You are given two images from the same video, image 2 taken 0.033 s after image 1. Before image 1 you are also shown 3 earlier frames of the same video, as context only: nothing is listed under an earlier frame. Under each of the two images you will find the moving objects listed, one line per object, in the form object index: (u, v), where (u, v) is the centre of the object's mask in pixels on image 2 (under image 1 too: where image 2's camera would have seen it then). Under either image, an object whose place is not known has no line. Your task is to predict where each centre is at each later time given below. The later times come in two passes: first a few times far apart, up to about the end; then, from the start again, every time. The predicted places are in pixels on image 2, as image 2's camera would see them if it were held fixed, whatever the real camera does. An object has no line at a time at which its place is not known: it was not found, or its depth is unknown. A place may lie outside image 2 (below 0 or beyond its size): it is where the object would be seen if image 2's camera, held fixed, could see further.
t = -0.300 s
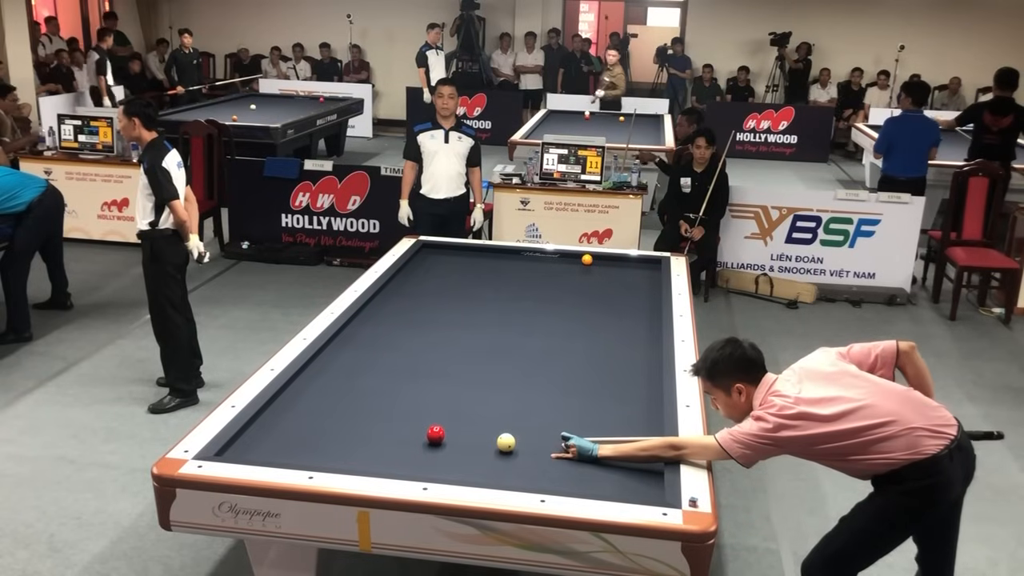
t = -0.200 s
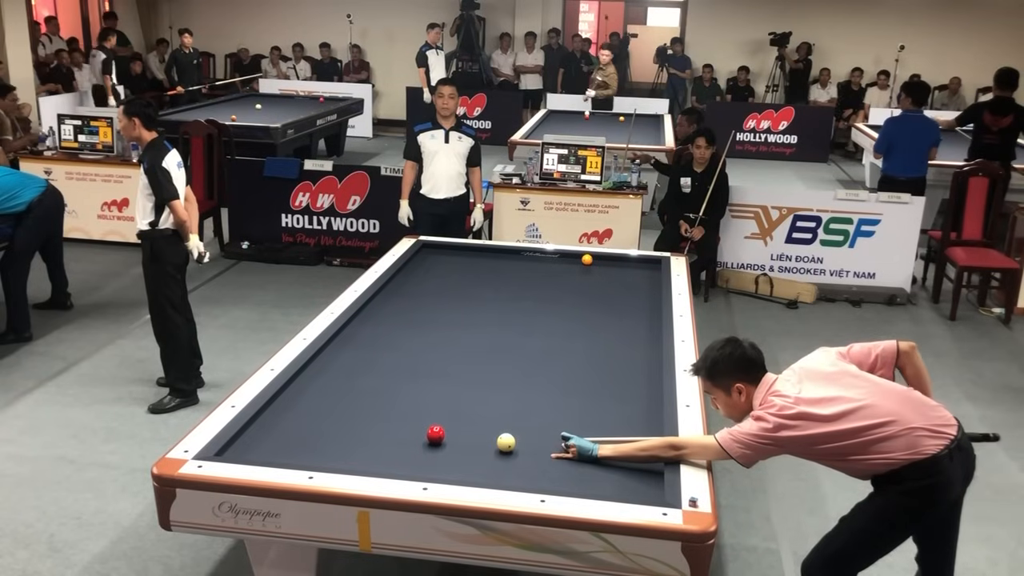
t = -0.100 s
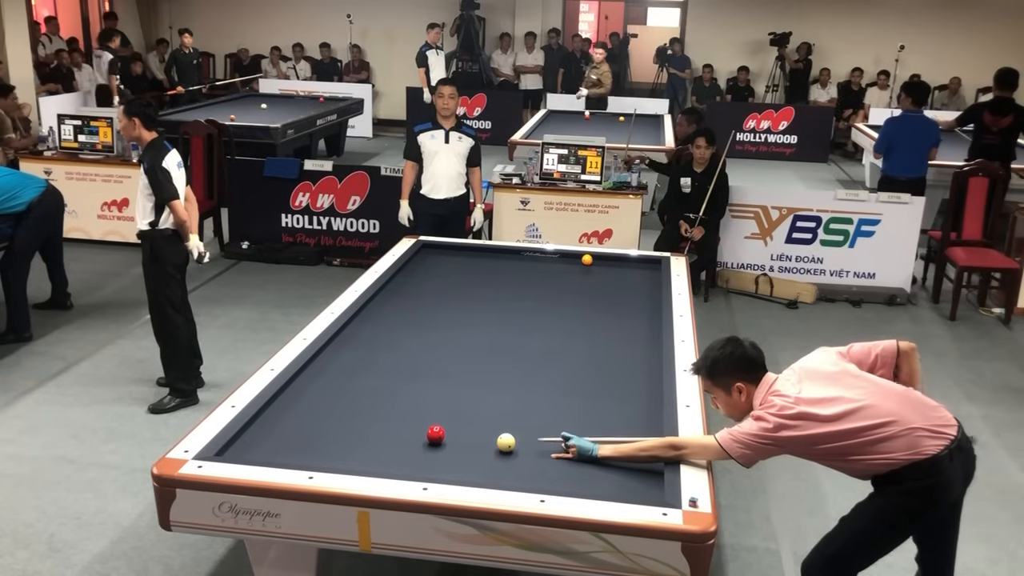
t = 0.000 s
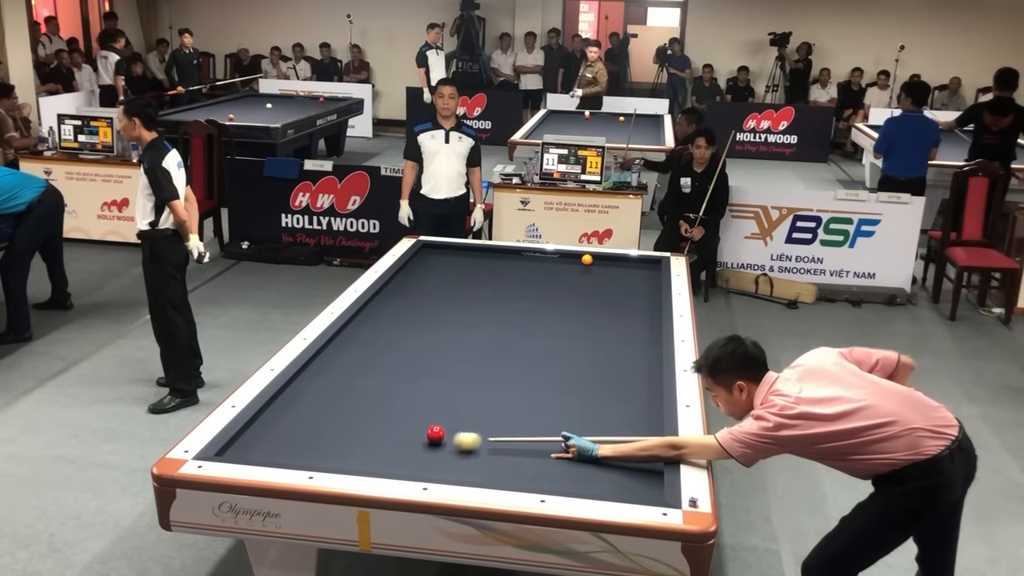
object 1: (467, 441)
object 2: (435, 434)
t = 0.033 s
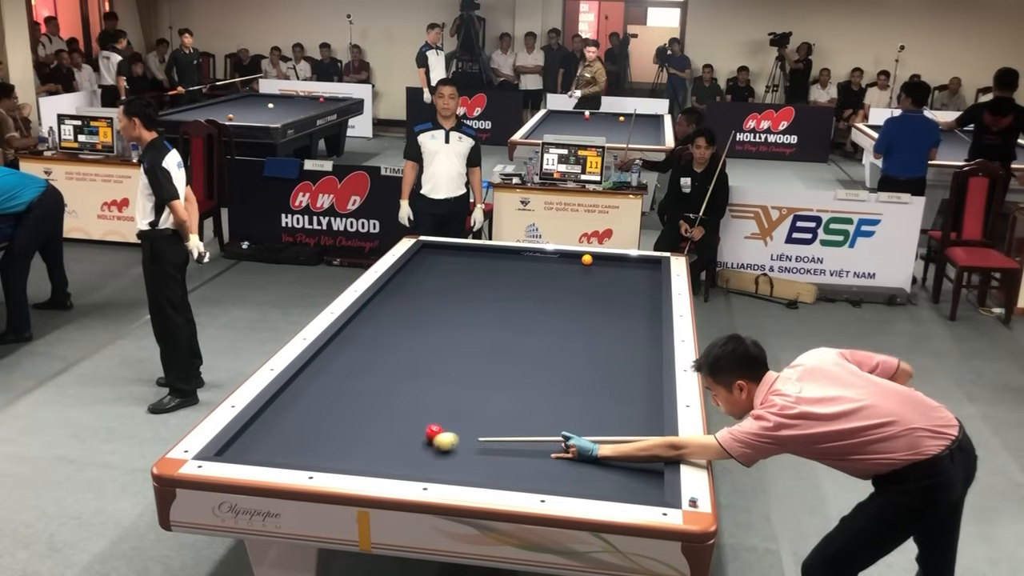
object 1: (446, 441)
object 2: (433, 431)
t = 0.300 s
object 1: (341, 458)
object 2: (378, 403)
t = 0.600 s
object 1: (266, 427)
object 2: (332, 379)
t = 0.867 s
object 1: (314, 409)
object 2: (325, 365)
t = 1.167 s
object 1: (376, 392)
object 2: (365, 357)
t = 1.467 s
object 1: (432, 376)
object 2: (401, 349)
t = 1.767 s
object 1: (481, 362)
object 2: (434, 342)
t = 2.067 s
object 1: (526, 349)
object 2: (464, 336)
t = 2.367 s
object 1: (567, 338)
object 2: (493, 330)
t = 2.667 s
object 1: (604, 328)
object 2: (519, 325)
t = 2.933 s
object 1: (634, 319)
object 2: (542, 321)
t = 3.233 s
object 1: (649, 310)
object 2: (565, 316)
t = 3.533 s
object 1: (636, 301)
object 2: (587, 312)
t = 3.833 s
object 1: (623, 293)
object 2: (608, 307)
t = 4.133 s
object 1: (612, 285)
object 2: (628, 303)
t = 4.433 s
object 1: (602, 278)
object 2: (646, 300)
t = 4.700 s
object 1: (593, 272)
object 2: (651, 297)
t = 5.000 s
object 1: (584, 266)
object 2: (643, 293)
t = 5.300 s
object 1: (576, 260)
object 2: (635, 290)
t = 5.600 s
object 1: (568, 255)
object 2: (628, 287)
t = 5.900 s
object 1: (562, 257)
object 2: (621, 284)
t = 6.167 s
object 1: (556, 258)
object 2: (615, 281)
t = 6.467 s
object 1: (550, 260)
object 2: (610, 279)
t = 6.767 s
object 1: (544, 262)
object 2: (604, 277)
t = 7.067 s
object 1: (538, 263)
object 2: (599, 275)
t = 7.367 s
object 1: (533, 265)
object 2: (594, 273)
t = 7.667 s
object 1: (528, 266)
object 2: (591, 271)
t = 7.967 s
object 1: (524, 268)
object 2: (587, 270)
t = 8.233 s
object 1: (520, 269)
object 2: (585, 269)
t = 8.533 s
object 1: (517, 270)
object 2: (582, 268)
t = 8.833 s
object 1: (514, 271)
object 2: (579, 267)
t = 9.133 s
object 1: (511, 272)
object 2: (577, 267)
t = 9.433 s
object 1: (509, 272)
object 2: (575, 266)
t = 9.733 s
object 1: (507, 273)
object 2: (574, 266)
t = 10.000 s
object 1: (506, 273)
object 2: (573, 265)
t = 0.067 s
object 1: (431, 445)
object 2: (425, 428)
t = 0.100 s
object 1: (417, 449)
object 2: (418, 424)
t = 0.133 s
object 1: (403, 453)
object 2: (410, 420)
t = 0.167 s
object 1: (389, 458)
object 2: (403, 417)
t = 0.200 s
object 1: (376, 461)
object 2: (396, 413)
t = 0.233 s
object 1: (361, 463)
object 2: (390, 409)
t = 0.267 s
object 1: (350, 462)
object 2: (384, 406)
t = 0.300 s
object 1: (341, 458)
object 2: (378, 403)
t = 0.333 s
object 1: (333, 455)
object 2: (373, 400)
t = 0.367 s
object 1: (324, 451)
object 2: (367, 397)
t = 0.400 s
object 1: (316, 447)
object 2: (362, 395)
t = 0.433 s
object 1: (307, 443)
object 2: (357, 392)
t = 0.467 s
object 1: (299, 440)
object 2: (352, 389)
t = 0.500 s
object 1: (291, 437)
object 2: (347, 386)
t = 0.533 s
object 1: (282, 434)
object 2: (342, 384)
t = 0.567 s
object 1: (274, 430)
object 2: (337, 382)
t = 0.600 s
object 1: (266, 427)
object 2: (332, 379)
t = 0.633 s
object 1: (258, 424)
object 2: (327, 377)
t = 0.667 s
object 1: (258, 422)
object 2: (323, 374)
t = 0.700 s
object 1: (269, 420)
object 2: (318, 372)
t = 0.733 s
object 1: (280, 417)
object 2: (313, 369)
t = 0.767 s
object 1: (289, 415)
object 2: (309, 367)
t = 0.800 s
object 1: (298, 413)
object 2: (314, 366)
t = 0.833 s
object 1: (306, 411)
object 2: (319, 365)
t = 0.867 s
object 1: (314, 409)
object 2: (325, 365)
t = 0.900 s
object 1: (321, 407)
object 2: (330, 364)
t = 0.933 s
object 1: (329, 405)
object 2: (335, 363)
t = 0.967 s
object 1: (336, 403)
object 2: (340, 362)
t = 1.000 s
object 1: (343, 401)
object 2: (344, 361)
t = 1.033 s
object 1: (350, 399)
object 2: (348, 360)
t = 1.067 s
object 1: (356, 397)
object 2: (352, 359)
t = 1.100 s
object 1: (363, 395)
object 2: (357, 359)
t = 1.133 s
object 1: (370, 393)
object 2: (361, 358)
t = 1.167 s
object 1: (376, 392)
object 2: (365, 357)
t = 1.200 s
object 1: (383, 390)
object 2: (369, 356)
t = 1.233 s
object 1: (389, 388)
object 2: (373, 355)
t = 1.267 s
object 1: (396, 386)
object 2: (377, 354)
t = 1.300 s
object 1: (402, 384)
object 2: (381, 353)
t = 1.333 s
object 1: (408, 383)
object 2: (385, 353)
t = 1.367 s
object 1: (414, 381)
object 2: (389, 352)
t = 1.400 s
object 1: (420, 379)
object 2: (393, 351)
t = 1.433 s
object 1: (426, 378)
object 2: (397, 350)
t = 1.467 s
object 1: (432, 376)
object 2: (401, 349)
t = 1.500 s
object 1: (438, 374)
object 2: (405, 348)
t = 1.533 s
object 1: (443, 373)
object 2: (408, 348)
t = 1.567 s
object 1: (449, 371)
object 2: (412, 347)
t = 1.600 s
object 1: (455, 369)
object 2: (416, 346)
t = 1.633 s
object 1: (460, 368)
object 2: (419, 345)
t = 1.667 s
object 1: (465, 367)
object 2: (423, 345)
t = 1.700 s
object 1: (471, 365)
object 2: (427, 344)
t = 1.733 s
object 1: (476, 363)
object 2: (430, 343)
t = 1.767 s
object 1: (481, 362)
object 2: (434, 342)
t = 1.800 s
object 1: (487, 361)
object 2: (437, 342)
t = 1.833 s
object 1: (492, 359)
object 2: (440, 341)
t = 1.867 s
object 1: (497, 357)
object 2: (444, 340)
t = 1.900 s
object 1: (501, 356)
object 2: (447, 340)
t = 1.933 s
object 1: (507, 355)
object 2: (451, 339)
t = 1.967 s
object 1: (512, 353)
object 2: (454, 338)
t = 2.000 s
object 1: (516, 352)
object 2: (457, 338)
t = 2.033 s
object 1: (521, 351)
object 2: (461, 337)
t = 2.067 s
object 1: (526, 349)
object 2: (464, 336)
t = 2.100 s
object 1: (531, 348)
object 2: (467, 336)
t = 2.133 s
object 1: (535, 347)
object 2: (470, 335)
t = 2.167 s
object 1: (540, 346)
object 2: (474, 334)
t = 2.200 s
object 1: (544, 344)
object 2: (477, 334)
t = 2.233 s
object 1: (549, 343)
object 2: (480, 333)
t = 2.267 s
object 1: (553, 342)
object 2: (483, 332)
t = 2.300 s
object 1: (558, 340)
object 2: (486, 331)
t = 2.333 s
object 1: (562, 339)
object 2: (490, 331)
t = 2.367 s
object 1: (567, 338)
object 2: (493, 330)
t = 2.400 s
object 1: (571, 337)
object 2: (496, 330)
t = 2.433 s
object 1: (575, 336)
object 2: (499, 329)
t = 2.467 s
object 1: (579, 335)
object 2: (502, 328)
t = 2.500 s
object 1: (583, 333)
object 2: (504, 328)
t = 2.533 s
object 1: (588, 332)
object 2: (508, 327)
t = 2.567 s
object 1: (591, 331)
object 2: (510, 327)
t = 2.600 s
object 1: (596, 330)
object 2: (513, 326)
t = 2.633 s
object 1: (600, 329)
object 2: (516, 325)
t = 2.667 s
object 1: (604, 328)
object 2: (519, 325)
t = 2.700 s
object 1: (607, 327)
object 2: (522, 325)
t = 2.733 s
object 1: (611, 325)
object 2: (525, 324)
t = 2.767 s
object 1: (615, 324)
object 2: (528, 323)
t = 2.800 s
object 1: (619, 323)
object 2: (530, 323)
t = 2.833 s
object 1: (623, 322)
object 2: (533, 322)
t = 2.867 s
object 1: (627, 321)
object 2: (536, 322)
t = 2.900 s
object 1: (630, 320)
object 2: (539, 321)
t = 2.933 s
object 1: (634, 319)
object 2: (542, 321)
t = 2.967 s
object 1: (638, 318)
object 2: (544, 320)
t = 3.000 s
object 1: (641, 317)
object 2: (547, 319)
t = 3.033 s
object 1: (645, 316)
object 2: (550, 319)
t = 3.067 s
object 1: (648, 315)
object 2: (552, 318)
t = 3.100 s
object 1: (652, 314)
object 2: (555, 318)
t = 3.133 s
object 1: (655, 313)
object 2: (557, 317)
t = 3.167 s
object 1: (653, 312)
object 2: (560, 317)
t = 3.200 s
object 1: (651, 311)
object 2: (562, 316)
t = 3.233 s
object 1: (649, 310)
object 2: (565, 316)
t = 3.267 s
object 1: (647, 309)
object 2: (567, 315)
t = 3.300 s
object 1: (646, 308)
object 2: (570, 315)
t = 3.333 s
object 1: (644, 307)
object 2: (572, 314)
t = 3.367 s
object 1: (643, 306)
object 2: (575, 314)
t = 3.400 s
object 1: (641, 305)
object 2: (577, 314)
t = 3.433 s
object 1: (640, 304)
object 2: (580, 313)
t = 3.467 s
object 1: (638, 303)
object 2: (582, 312)
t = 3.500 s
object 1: (637, 302)
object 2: (584, 312)
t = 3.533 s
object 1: (636, 301)
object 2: (587, 312)
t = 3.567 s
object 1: (634, 300)
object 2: (590, 311)
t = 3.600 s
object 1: (633, 299)
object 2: (592, 311)
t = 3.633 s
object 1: (631, 298)
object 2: (595, 310)
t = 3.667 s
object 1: (630, 297)
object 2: (597, 309)
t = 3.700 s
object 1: (629, 296)
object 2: (599, 309)
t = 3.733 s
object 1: (627, 295)
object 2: (601, 308)
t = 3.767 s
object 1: (626, 294)
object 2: (604, 308)
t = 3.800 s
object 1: (625, 294)
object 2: (606, 308)
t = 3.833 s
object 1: (623, 293)
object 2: (608, 307)
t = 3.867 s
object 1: (622, 292)
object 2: (610, 307)
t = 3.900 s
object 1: (621, 291)
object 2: (612, 306)
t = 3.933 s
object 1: (619, 290)
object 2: (615, 306)
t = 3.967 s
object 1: (618, 289)
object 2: (617, 305)
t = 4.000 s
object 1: (617, 288)
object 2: (619, 305)
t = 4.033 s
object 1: (616, 287)
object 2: (622, 304)
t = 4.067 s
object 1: (615, 287)
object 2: (623, 304)
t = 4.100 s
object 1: (613, 286)
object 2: (626, 304)
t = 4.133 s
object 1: (612, 285)
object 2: (628, 303)
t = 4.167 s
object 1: (611, 284)
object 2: (630, 303)
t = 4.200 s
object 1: (610, 283)
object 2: (632, 303)
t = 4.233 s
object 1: (608, 282)
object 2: (634, 302)
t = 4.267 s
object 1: (607, 282)
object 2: (636, 302)
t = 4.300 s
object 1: (606, 281)
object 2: (638, 301)
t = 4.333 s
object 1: (605, 280)
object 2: (640, 301)
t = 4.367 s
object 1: (604, 279)
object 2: (642, 300)
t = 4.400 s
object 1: (603, 279)
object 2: (644, 300)
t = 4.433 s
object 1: (602, 278)
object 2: (646, 300)
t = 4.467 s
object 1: (600, 277)
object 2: (648, 300)
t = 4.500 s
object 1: (600, 276)
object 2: (650, 299)
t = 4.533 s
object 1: (598, 276)
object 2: (652, 299)
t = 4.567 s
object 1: (597, 275)
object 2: (654, 298)
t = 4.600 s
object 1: (596, 274)
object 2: (655, 298)
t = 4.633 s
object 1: (595, 273)
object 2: (654, 297)
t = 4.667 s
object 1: (594, 273)
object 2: (652, 297)
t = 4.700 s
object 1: (593, 272)
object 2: (651, 297)
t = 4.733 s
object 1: (592, 271)
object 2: (651, 296)
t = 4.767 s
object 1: (591, 270)
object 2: (650, 296)
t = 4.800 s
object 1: (590, 270)
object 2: (649, 295)
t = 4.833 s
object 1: (589, 269)
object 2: (648, 295)
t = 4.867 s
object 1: (588, 269)
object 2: (647, 294)
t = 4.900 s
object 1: (587, 268)
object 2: (646, 294)
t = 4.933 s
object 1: (586, 267)
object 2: (645, 294)
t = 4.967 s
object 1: (585, 266)
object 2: (644, 293)
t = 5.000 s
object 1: (584, 266)
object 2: (643, 293)
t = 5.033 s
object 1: (583, 265)
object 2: (642, 292)
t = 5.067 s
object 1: (582, 265)
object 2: (641, 292)
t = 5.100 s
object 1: (581, 264)
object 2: (640, 292)
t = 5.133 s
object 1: (580, 263)
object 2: (639, 291)
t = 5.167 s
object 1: (579, 263)
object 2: (638, 291)
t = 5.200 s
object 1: (578, 262)
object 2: (638, 291)
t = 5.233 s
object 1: (578, 261)
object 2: (637, 290)
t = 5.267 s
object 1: (577, 261)
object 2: (636, 290)
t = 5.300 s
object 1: (576, 260)
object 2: (635, 290)
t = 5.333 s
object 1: (575, 260)
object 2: (634, 289)
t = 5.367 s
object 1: (574, 259)
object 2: (633, 289)
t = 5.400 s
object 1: (573, 258)
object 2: (632, 288)
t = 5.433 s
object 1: (572, 258)
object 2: (631, 288)
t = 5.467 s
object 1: (572, 257)
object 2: (631, 288)
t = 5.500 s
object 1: (571, 257)
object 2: (630, 288)
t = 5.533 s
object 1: (570, 256)
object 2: (629, 287)
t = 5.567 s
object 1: (569, 256)
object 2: (628, 287)
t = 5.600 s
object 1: (568, 255)
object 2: (628, 287)
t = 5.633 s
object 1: (567, 255)
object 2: (627, 286)
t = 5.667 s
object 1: (567, 255)
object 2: (626, 286)
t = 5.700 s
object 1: (566, 256)
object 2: (626, 286)
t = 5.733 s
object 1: (565, 256)
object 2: (625, 286)
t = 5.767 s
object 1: (564, 256)
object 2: (624, 285)
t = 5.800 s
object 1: (564, 256)
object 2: (623, 285)
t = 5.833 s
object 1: (563, 256)
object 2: (622, 284)
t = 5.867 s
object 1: (562, 257)
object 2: (622, 284)
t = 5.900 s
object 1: (562, 257)
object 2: (621, 284)
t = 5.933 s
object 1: (561, 257)
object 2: (620, 284)
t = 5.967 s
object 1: (560, 257)
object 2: (620, 283)
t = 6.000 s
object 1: (559, 257)
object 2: (619, 283)
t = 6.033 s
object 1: (558, 257)
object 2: (618, 282)
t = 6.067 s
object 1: (558, 258)
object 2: (617, 282)
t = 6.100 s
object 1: (557, 258)
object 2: (616, 282)
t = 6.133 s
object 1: (556, 258)
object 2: (616, 282)
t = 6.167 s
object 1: (556, 258)
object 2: (615, 281)
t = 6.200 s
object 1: (555, 259)
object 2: (615, 281)
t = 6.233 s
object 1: (554, 259)
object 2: (614, 281)
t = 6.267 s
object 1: (554, 259)
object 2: (613, 281)
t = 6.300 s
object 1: (553, 259)
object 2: (613, 280)
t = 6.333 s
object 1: (552, 259)
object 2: (612, 280)
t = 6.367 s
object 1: (552, 260)
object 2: (611, 280)
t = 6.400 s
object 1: (551, 260)
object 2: (611, 280)
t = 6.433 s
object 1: (550, 260)
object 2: (610, 280)
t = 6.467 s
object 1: (550, 260)
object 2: (610, 279)
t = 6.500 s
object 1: (549, 260)
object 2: (609, 279)
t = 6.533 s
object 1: (548, 261)
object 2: (608, 279)
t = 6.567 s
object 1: (547, 261)
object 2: (608, 278)
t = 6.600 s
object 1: (547, 261)
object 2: (607, 278)
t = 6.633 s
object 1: (546, 261)
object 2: (607, 278)
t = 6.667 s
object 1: (546, 261)
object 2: (606, 277)
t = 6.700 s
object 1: (545, 262)
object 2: (605, 277)
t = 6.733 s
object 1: (545, 262)
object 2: (605, 277)
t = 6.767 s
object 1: (544, 262)
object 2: (604, 277)
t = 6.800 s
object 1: (543, 262)
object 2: (604, 276)
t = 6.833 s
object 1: (543, 262)
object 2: (603, 276)
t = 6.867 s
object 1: (542, 262)
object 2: (602, 276)
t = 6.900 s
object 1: (541, 262)
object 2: (602, 276)
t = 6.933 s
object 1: (541, 263)
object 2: (601, 276)
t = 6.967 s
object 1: (540, 263)
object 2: (601, 276)
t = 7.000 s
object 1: (539, 263)
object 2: (600, 275)
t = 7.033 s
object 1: (539, 263)
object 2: (600, 275)
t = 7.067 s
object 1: (538, 263)
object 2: (599, 275)
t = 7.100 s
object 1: (538, 264)
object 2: (599, 275)
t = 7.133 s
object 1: (537, 264)
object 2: (598, 274)
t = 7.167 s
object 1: (537, 264)
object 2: (598, 274)
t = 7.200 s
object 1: (536, 264)
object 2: (597, 274)
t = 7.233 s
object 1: (535, 264)
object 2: (597, 274)
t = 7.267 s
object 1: (535, 265)
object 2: (596, 274)
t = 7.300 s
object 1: (534, 265)
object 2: (596, 274)
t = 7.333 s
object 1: (534, 265)
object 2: (595, 273)
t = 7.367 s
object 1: (533, 265)
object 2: (594, 273)
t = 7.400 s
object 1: (533, 265)
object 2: (594, 273)
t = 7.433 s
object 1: (532, 265)
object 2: (594, 273)
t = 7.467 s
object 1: (531, 266)
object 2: (593, 273)
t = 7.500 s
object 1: (531, 266)
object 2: (593, 272)
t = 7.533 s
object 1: (530, 266)
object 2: (593, 272)
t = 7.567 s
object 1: (530, 266)
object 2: (592, 272)
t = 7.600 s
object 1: (529, 266)
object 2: (591, 272)
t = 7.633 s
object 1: (529, 266)
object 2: (591, 272)
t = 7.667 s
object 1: (528, 266)
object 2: (591, 271)
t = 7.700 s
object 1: (528, 267)
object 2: (590, 271)
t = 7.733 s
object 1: (527, 267)
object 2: (590, 271)
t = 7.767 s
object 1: (527, 267)
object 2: (590, 271)
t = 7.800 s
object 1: (526, 267)
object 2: (589, 271)
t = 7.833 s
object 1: (526, 267)
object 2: (589, 271)
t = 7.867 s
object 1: (525, 267)
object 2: (589, 270)
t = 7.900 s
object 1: (525, 267)
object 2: (589, 270)
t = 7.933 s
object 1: (524, 268)
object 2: (588, 270)
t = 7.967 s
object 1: (524, 268)
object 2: (587, 270)
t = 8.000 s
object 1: (523, 268)
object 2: (587, 270)
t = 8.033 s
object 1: (523, 268)
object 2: (587, 270)
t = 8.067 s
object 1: (522, 268)
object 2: (586, 270)
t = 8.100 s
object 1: (522, 268)
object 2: (586, 270)
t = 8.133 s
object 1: (522, 268)
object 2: (586, 269)
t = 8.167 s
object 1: (521, 268)
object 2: (585, 269)
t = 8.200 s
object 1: (521, 269)
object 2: (585, 269)
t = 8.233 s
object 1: (520, 269)
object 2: (585, 269)
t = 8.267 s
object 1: (520, 269)
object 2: (584, 269)
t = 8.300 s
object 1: (519, 269)
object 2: (584, 269)
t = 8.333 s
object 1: (519, 269)
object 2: (584, 269)
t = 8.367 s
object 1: (519, 269)
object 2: (583, 269)
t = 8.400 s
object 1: (518, 269)
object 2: (583, 268)
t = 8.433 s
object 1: (518, 270)
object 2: (583, 268)
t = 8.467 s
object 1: (517, 270)
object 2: (582, 268)
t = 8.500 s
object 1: (517, 270)
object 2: (582, 268)
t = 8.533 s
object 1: (517, 270)
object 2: (582, 268)
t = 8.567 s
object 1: (516, 270)
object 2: (581, 268)
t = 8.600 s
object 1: (516, 270)
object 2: (581, 268)
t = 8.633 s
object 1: (516, 270)
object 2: (581, 268)
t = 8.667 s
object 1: (515, 270)
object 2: (581, 268)
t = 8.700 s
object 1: (515, 270)
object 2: (580, 268)
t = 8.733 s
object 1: (515, 270)
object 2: (580, 268)
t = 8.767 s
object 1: (514, 270)
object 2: (580, 268)
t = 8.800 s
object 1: (514, 271)
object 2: (579, 268)
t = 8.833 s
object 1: (514, 271)
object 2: (579, 267)
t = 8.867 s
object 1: (513, 271)
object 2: (579, 267)
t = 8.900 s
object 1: (513, 271)
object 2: (579, 267)
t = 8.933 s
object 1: (513, 271)
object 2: (578, 267)
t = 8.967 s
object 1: (512, 271)
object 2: (578, 267)
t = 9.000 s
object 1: (512, 271)
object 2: (578, 267)
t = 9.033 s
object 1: (512, 272)
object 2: (577, 267)
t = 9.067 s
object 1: (512, 272)
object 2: (577, 267)
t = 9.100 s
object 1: (511, 272)
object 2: (577, 267)
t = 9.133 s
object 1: (511, 272)
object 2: (577, 267)
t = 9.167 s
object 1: (511, 272)
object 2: (577, 267)
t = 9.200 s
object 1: (511, 272)
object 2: (577, 266)
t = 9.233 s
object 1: (510, 272)
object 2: (577, 266)
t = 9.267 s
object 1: (510, 272)
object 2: (576, 266)
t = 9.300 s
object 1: (510, 272)
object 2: (576, 266)
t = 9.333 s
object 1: (510, 272)
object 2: (576, 266)
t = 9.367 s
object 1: (509, 272)
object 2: (576, 266)
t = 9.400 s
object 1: (509, 272)
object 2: (576, 266)
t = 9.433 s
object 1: (509, 272)
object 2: (575, 266)
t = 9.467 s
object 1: (509, 272)
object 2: (575, 266)
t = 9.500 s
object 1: (508, 273)
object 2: (575, 266)
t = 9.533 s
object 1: (508, 273)
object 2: (575, 266)
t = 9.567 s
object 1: (508, 273)
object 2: (575, 266)
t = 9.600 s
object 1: (508, 273)
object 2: (575, 266)
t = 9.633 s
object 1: (508, 273)
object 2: (575, 266)
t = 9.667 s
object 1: (507, 273)
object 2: (574, 266)
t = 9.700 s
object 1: (507, 273)
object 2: (574, 266)
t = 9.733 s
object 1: (507, 273)
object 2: (574, 266)
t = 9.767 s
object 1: (507, 273)
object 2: (574, 266)
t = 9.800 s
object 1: (507, 273)
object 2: (574, 266)
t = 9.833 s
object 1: (507, 273)
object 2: (574, 266)
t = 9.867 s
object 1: (506, 273)
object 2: (574, 266)
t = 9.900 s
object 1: (506, 273)
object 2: (574, 266)
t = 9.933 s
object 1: (506, 273)
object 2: (574, 266)
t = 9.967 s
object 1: (506, 273)
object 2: (573, 265)
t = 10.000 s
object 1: (506, 273)
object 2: (573, 265)
